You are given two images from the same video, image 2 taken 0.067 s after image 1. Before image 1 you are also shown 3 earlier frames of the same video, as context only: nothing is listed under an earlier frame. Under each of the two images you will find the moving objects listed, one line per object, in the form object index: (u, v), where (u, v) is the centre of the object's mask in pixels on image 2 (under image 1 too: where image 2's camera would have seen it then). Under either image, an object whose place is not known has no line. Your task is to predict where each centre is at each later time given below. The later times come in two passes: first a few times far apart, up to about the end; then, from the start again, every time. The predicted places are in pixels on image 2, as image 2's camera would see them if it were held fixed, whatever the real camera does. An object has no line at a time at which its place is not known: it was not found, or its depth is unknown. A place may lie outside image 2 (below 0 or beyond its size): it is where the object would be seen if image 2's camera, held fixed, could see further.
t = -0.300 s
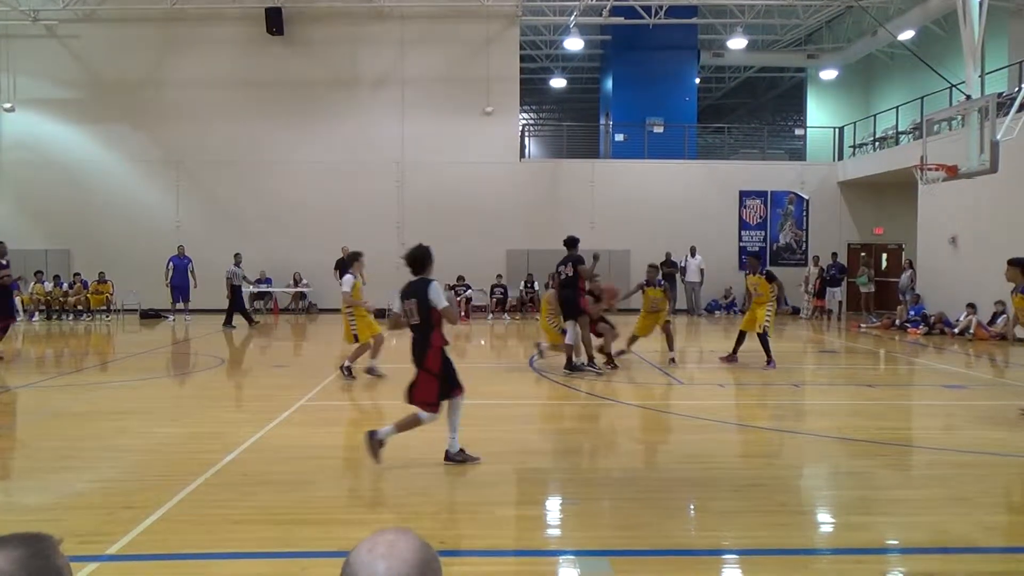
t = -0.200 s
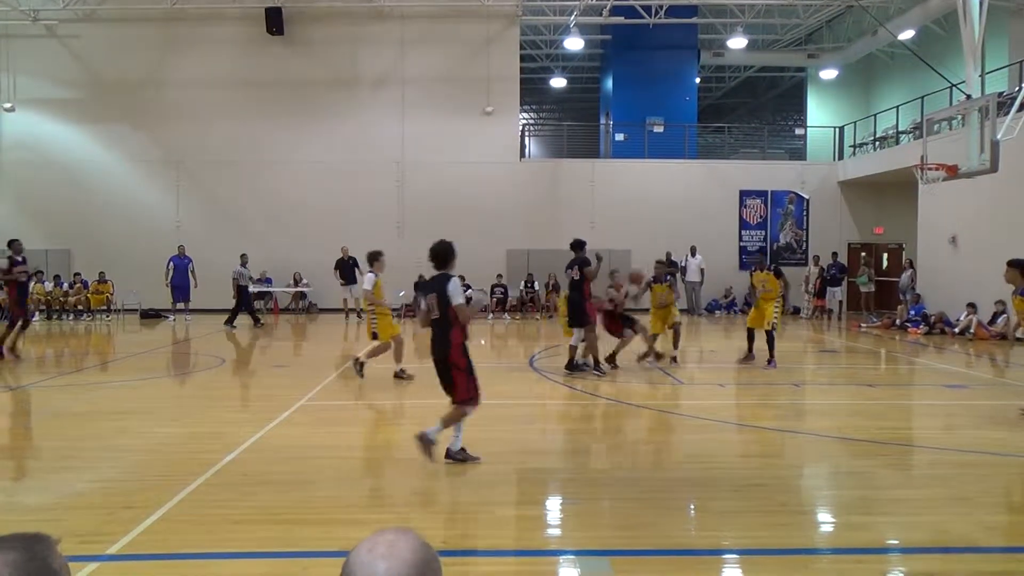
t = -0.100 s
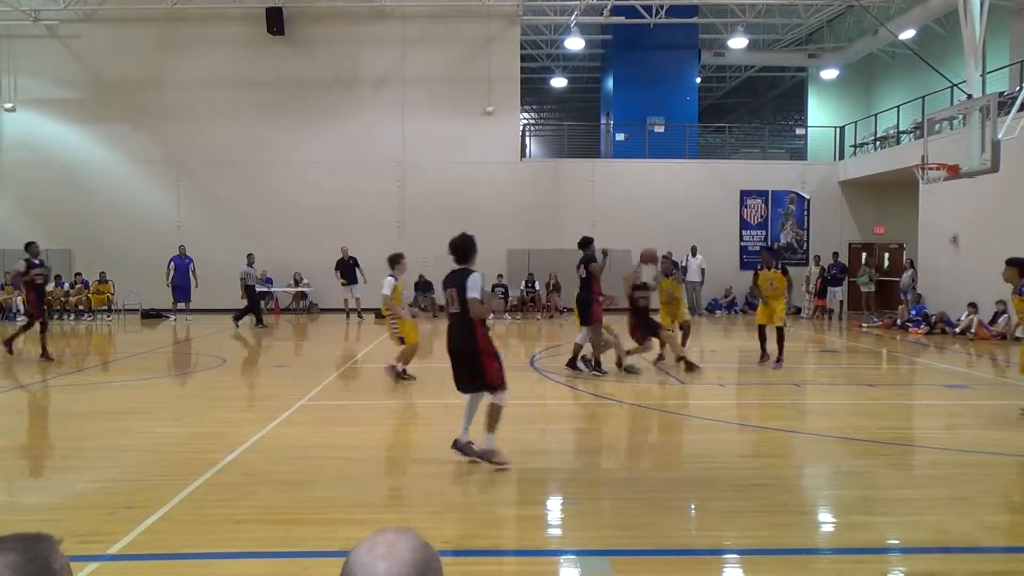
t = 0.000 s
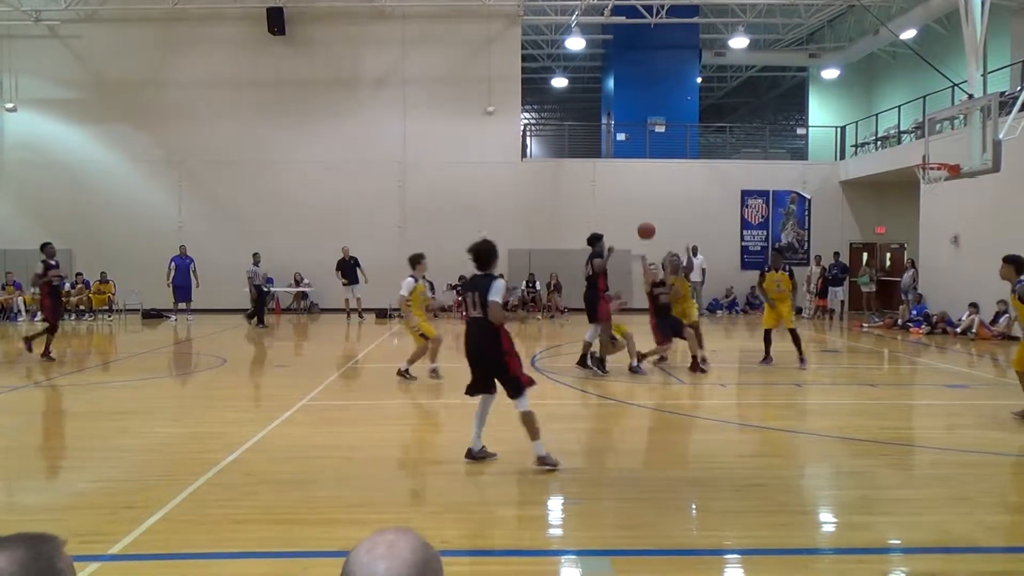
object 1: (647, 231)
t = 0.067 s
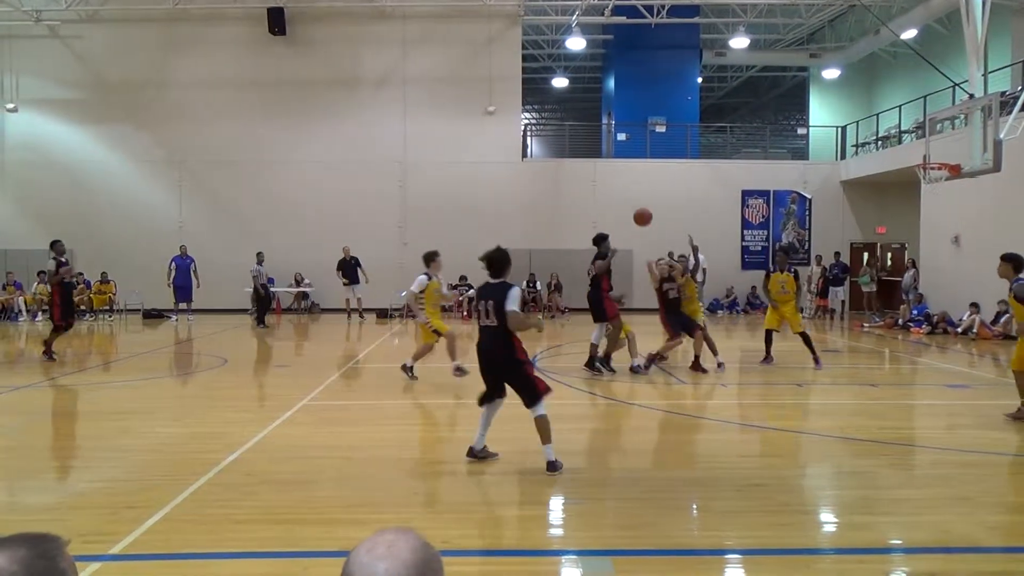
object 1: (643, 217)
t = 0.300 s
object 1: (626, 188)
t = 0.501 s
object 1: (605, 202)
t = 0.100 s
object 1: (641, 210)
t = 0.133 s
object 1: (639, 205)
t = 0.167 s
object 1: (639, 200)
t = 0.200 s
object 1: (634, 196)
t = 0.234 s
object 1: (632, 193)
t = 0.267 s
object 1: (629, 190)
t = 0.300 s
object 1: (626, 188)
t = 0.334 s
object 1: (623, 188)
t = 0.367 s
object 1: (620, 188)
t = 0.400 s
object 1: (616, 190)
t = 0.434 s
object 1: (613, 193)
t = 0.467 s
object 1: (610, 196)
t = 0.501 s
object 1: (605, 202)
